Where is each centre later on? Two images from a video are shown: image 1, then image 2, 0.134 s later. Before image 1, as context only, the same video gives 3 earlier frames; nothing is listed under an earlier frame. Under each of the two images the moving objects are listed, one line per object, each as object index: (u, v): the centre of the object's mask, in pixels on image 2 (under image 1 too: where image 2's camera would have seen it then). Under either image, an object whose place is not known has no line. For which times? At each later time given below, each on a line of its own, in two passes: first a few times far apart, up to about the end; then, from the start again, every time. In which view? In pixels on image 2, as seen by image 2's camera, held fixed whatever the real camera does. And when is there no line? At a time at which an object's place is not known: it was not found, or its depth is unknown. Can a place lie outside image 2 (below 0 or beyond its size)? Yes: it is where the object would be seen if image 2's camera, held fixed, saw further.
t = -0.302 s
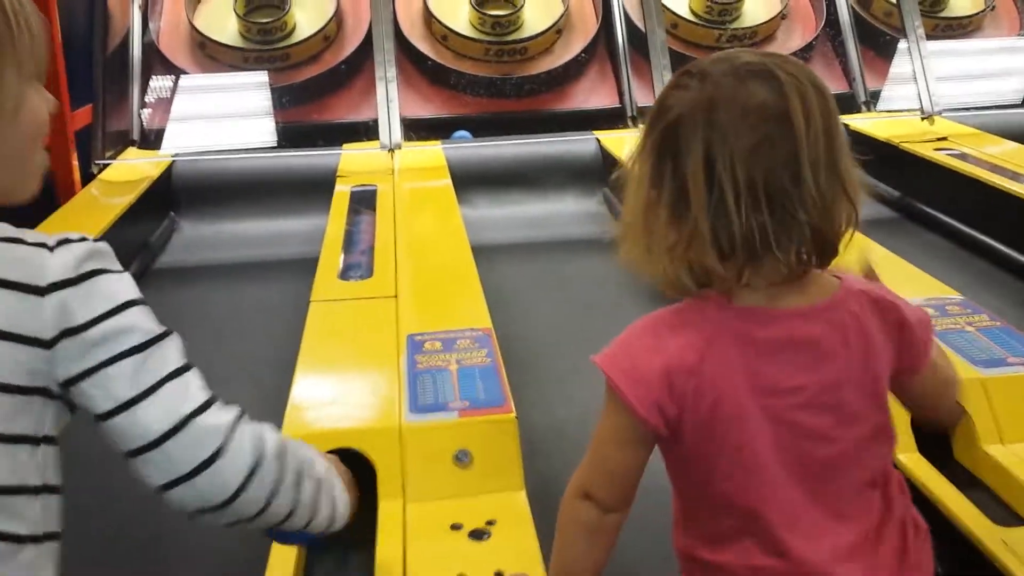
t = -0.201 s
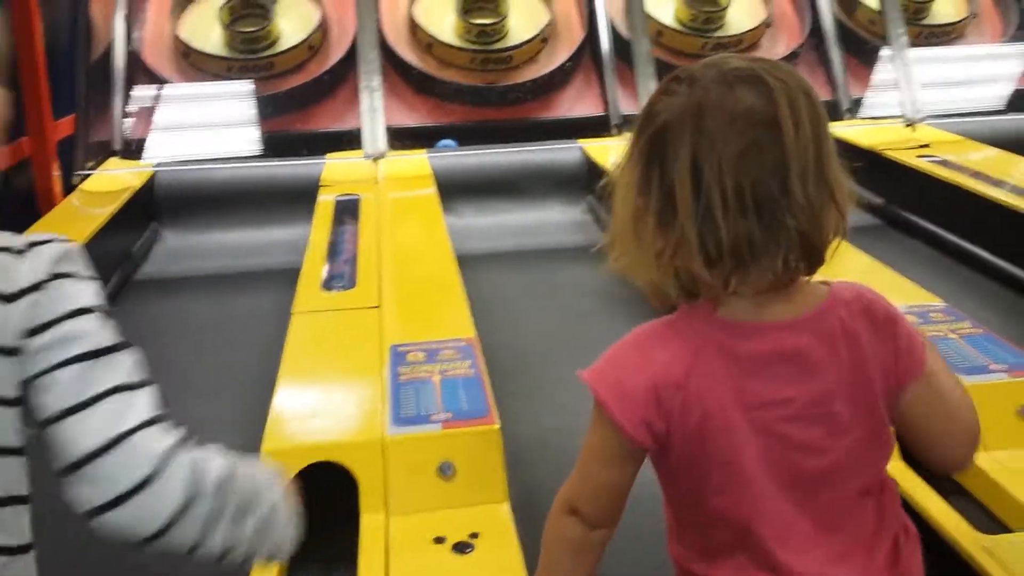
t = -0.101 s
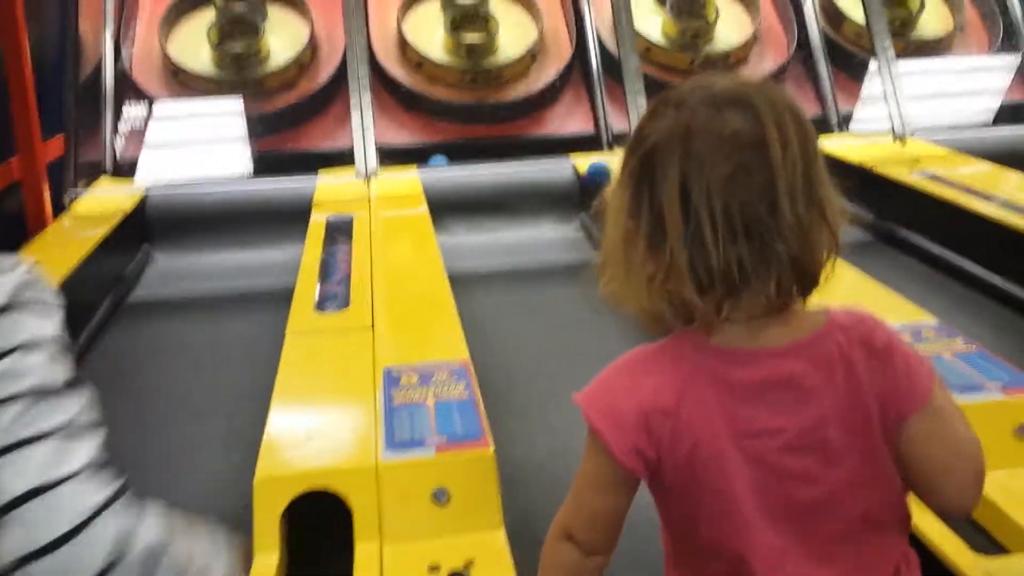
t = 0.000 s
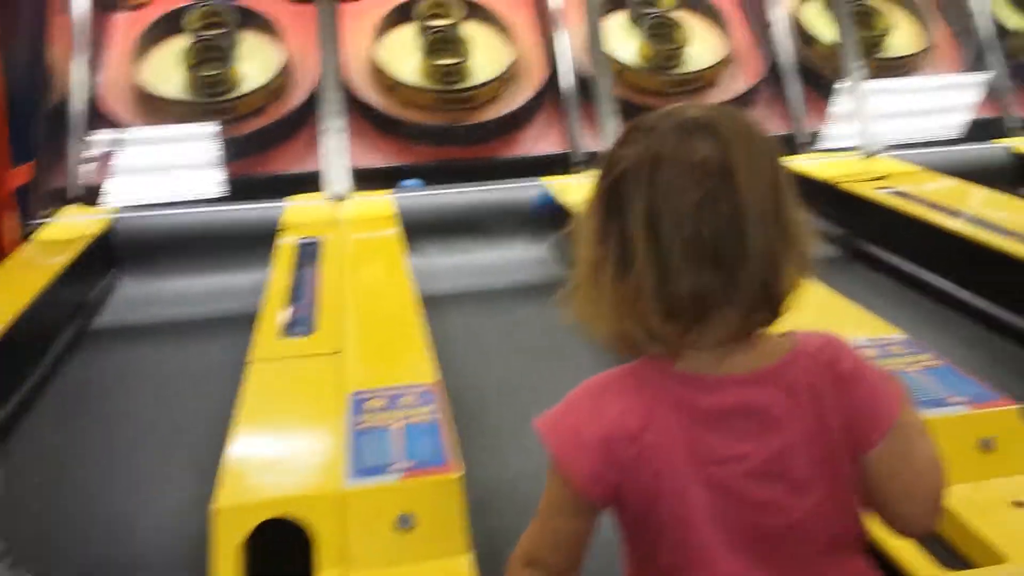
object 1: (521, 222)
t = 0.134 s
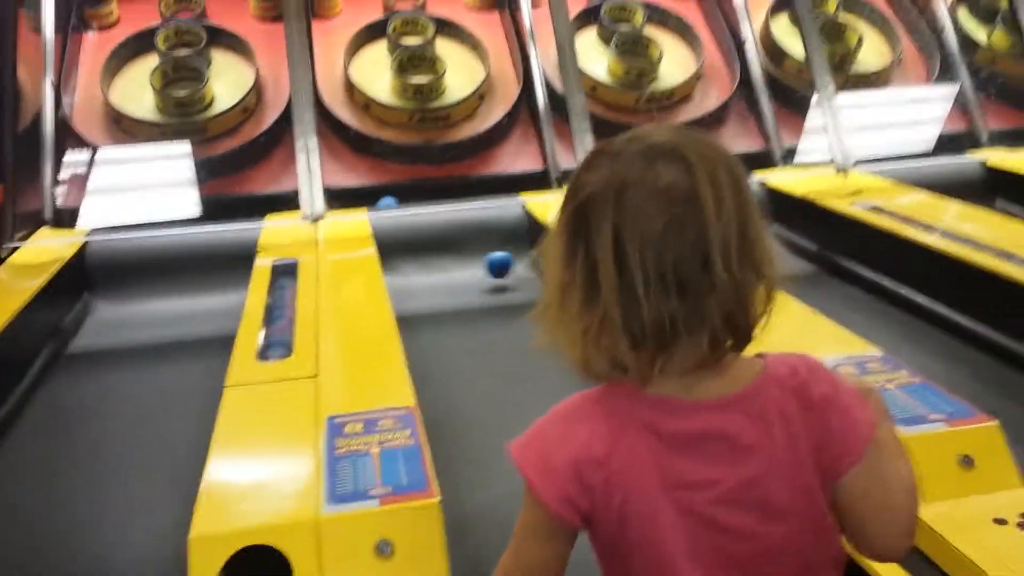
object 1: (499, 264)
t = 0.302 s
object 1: (476, 274)
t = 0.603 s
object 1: (438, 287)
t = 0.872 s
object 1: (408, 304)
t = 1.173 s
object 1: (415, 325)
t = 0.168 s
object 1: (493, 260)
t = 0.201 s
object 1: (490, 261)
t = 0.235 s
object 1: (485, 265)
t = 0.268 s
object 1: (479, 276)
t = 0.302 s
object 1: (476, 274)
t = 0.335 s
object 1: (472, 276)
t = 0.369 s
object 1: (467, 278)
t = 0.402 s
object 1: (462, 279)
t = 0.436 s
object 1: (458, 279)
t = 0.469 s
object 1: (454, 282)
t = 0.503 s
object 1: (450, 282)
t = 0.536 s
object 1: (446, 285)
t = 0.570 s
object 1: (442, 286)
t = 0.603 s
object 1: (438, 287)
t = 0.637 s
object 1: (434, 289)
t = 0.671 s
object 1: (429, 291)
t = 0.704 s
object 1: (426, 293)
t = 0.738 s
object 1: (423, 295)
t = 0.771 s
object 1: (418, 297)
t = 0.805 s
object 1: (415, 299)
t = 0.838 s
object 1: (411, 301)
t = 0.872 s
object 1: (408, 304)
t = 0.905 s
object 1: (405, 306)
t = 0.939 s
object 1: (406, 309)
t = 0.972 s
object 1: (407, 311)
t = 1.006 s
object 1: (410, 313)
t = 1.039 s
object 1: (411, 313)
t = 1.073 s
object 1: (412, 318)
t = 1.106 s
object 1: (412, 321)
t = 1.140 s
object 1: (414, 323)
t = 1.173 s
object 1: (415, 325)
